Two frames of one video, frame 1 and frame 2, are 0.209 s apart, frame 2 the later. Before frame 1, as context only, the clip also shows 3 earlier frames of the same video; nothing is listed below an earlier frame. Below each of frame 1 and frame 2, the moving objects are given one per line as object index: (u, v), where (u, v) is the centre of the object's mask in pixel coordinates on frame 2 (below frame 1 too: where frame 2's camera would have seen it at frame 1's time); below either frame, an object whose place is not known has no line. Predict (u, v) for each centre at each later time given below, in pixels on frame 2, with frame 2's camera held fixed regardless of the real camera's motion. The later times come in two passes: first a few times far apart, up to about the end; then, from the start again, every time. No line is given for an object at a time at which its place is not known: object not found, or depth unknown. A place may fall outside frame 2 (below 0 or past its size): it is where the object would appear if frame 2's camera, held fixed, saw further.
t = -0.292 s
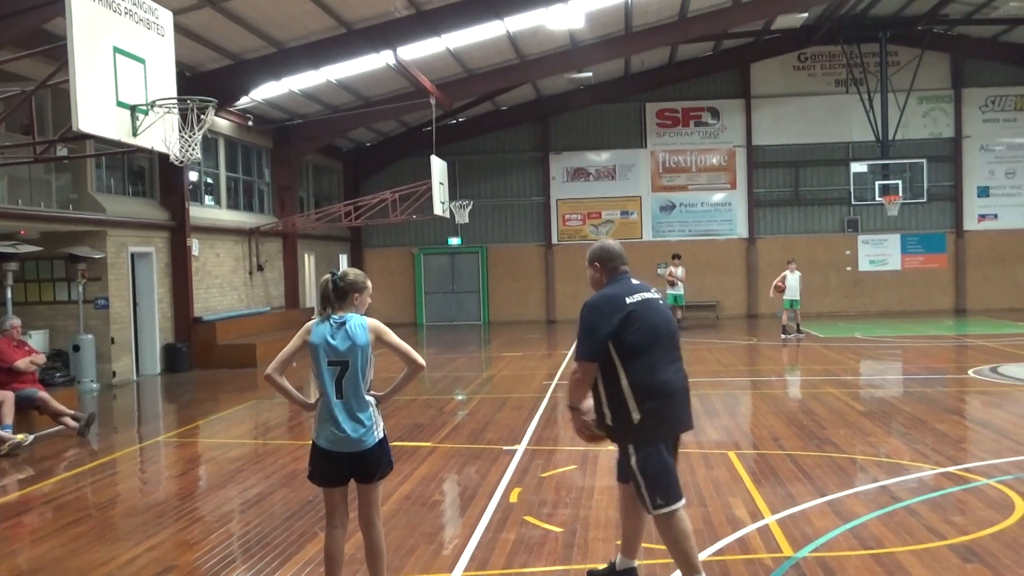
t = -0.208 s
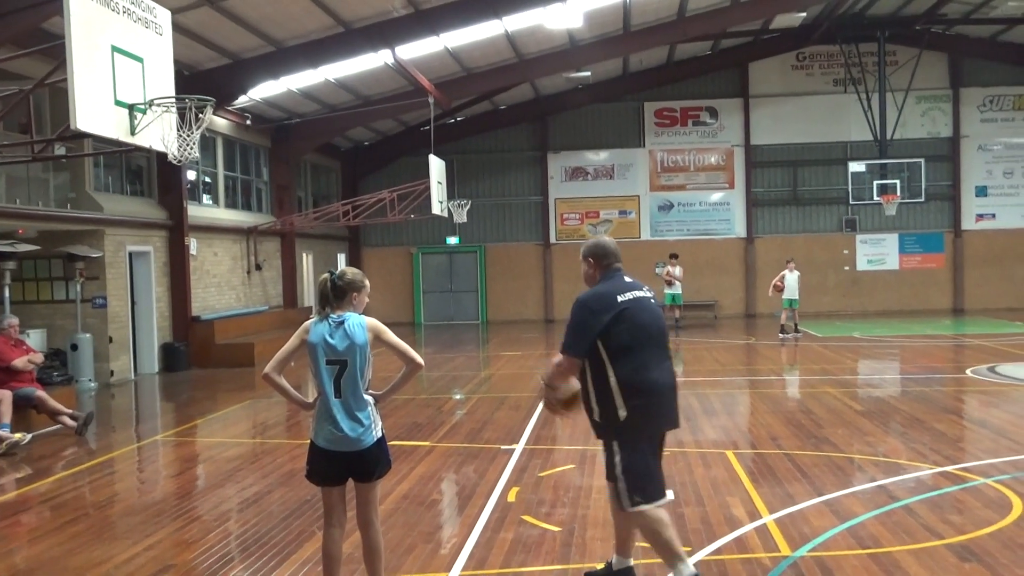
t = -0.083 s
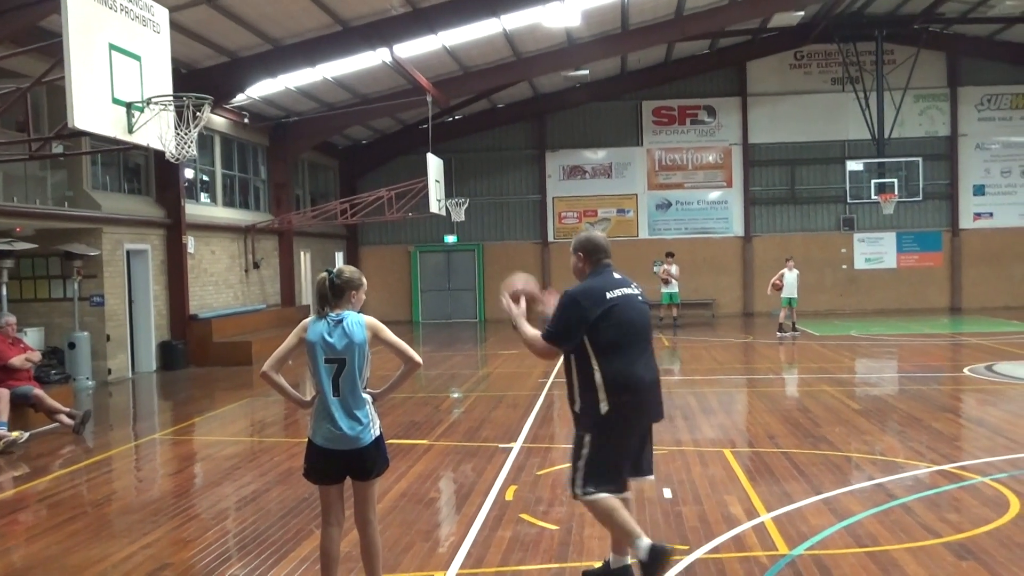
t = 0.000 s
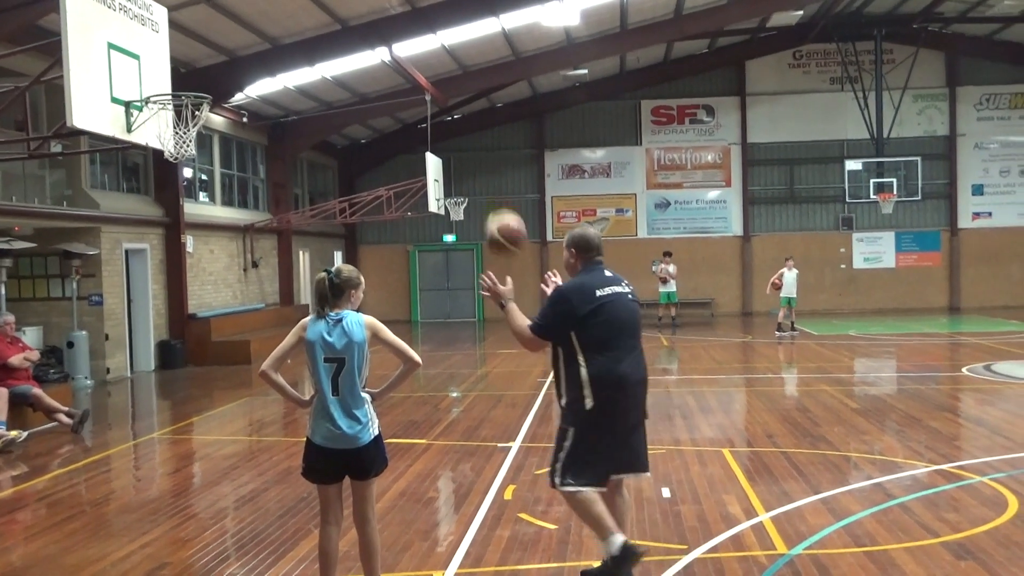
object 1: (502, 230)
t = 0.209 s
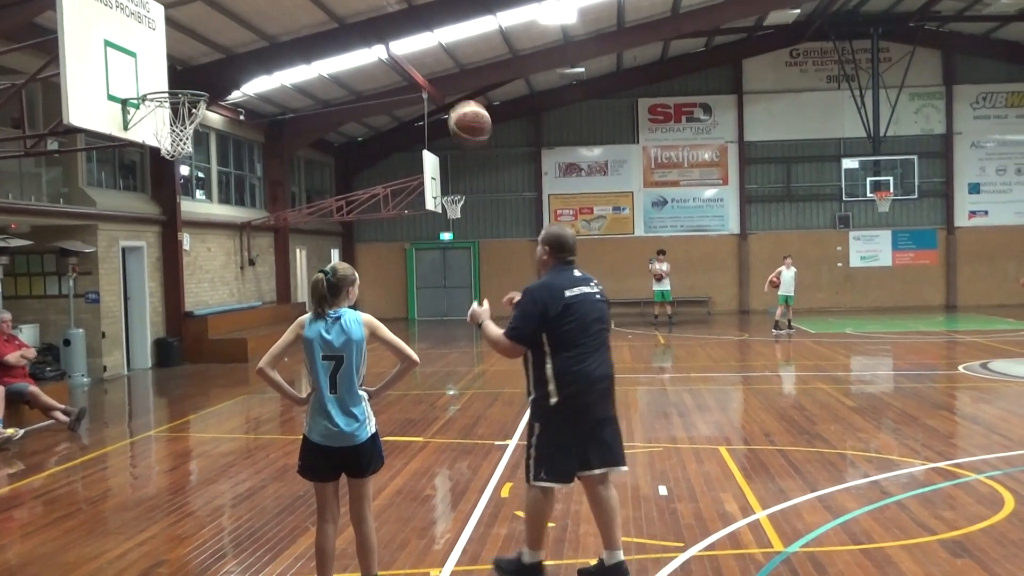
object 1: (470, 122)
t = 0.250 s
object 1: (464, 110)
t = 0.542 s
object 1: (425, 92)
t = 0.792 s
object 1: (395, 180)
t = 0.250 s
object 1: (464, 110)
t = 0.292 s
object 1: (458, 99)
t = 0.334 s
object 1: (452, 91)
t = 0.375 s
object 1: (446, 86)
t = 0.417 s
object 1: (441, 84)
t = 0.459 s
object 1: (435, 84)
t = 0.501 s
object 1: (430, 86)
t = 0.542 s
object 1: (425, 92)
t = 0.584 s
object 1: (420, 100)
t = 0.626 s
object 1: (414, 112)
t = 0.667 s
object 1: (409, 125)
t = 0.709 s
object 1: (404, 142)
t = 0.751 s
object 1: (399, 158)
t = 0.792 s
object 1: (395, 180)
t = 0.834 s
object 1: (391, 204)
